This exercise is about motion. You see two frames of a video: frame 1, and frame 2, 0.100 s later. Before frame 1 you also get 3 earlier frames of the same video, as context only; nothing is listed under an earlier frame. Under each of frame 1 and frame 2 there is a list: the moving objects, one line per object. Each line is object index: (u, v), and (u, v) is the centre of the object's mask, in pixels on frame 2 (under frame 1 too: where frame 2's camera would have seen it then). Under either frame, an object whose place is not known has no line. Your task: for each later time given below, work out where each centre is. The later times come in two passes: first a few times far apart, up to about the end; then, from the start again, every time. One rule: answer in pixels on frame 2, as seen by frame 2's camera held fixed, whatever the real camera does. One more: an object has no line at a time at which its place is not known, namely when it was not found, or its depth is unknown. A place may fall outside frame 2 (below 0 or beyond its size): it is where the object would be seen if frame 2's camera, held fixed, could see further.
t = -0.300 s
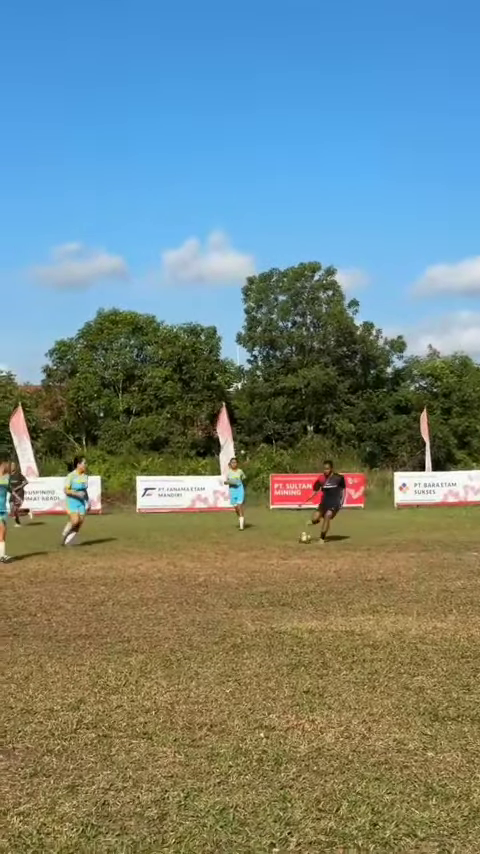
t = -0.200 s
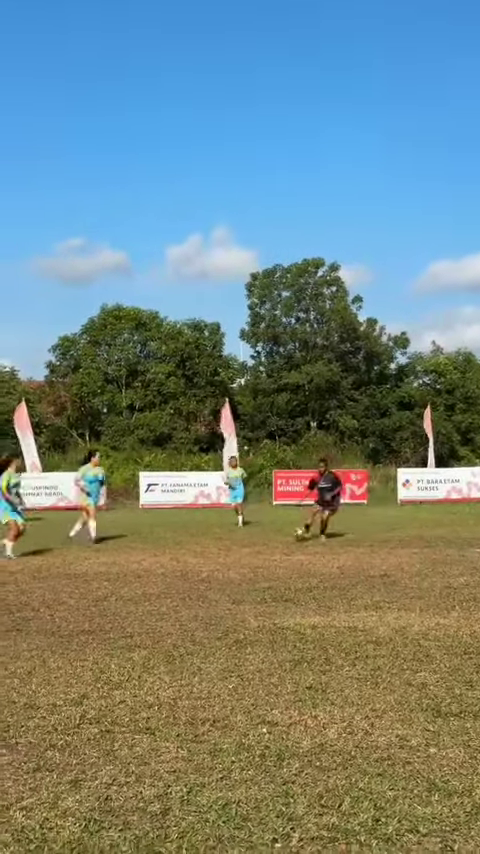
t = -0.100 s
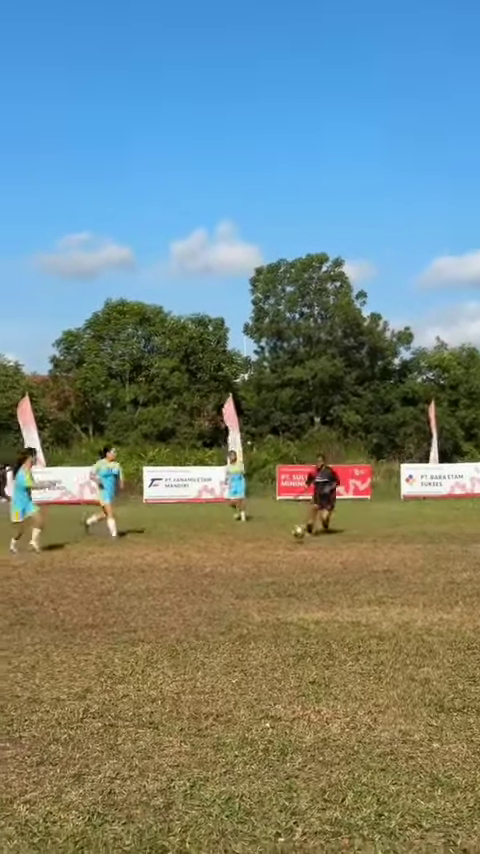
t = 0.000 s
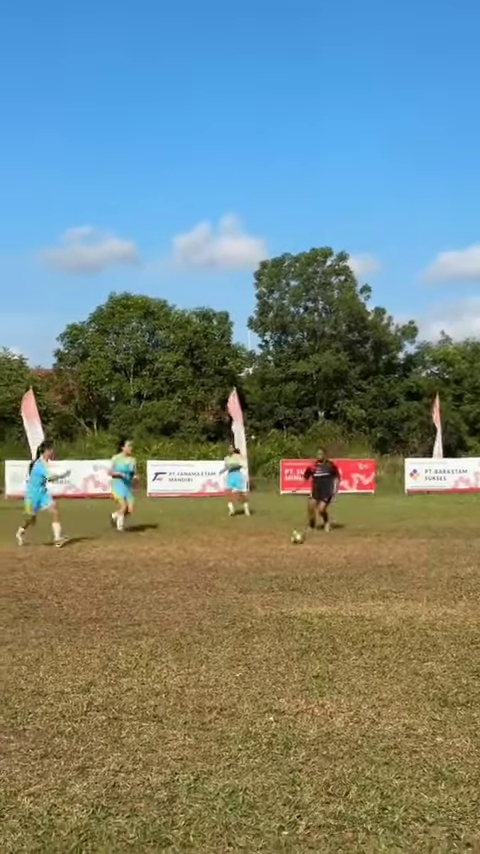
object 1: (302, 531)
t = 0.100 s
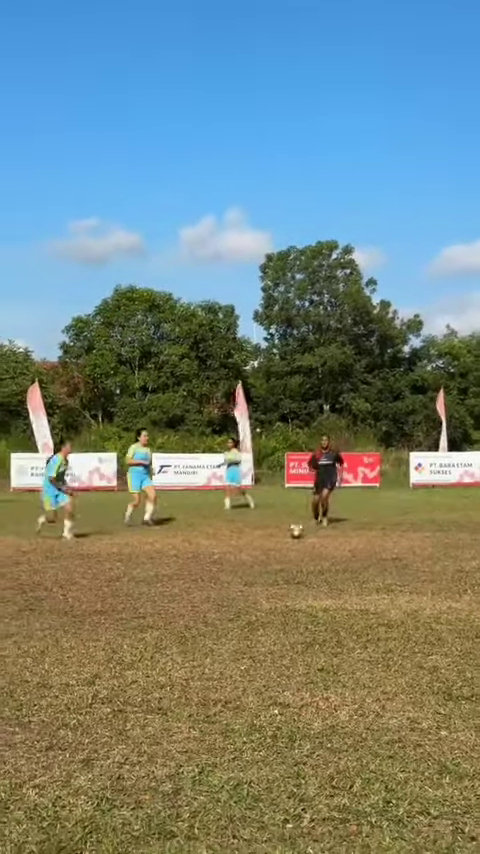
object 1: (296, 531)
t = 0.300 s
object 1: (286, 537)
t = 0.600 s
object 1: (265, 572)
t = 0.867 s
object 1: (241, 600)
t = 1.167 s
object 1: (193, 651)
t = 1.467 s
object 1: (97, 760)
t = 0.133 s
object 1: (295, 533)
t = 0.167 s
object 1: (293, 536)
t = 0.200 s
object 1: (292, 540)
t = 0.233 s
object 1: (289, 540)
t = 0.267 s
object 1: (289, 537)
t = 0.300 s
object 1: (286, 537)
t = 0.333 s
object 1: (284, 541)
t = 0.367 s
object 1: (283, 541)
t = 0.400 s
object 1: (280, 544)
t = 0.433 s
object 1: (278, 548)
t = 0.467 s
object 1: (278, 556)
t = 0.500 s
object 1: (273, 563)
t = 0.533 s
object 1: (271, 567)
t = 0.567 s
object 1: (268, 568)
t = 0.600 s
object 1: (265, 572)
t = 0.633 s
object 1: (262, 575)
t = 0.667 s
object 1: (259, 578)
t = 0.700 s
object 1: (256, 581)
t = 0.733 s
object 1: (253, 584)
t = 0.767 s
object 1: (249, 585)
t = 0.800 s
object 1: (248, 590)
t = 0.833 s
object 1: (243, 597)
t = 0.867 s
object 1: (241, 600)
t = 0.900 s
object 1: (235, 606)
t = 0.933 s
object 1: (232, 610)
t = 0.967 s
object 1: (228, 616)
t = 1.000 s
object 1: (222, 623)
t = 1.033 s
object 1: (218, 628)
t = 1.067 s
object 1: (212, 636)
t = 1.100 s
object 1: (207, 641)
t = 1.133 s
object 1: (199, 647)
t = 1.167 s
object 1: (193, 651)
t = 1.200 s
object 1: (186, 657)
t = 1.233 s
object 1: (177, 666)
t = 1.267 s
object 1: (167, 675)
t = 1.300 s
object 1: (158, 690)
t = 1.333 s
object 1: (149, 704)
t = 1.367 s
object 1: (137, 714)
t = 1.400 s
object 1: (123, 725)
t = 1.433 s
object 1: (110, 740)
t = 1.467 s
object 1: (97, 760)
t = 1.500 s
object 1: (80, 784)
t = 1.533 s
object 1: (61, 797)
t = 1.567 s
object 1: (39, 816)
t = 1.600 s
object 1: (18, 845)
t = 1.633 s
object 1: (-9, 879)
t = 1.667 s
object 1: (-41, 919)
